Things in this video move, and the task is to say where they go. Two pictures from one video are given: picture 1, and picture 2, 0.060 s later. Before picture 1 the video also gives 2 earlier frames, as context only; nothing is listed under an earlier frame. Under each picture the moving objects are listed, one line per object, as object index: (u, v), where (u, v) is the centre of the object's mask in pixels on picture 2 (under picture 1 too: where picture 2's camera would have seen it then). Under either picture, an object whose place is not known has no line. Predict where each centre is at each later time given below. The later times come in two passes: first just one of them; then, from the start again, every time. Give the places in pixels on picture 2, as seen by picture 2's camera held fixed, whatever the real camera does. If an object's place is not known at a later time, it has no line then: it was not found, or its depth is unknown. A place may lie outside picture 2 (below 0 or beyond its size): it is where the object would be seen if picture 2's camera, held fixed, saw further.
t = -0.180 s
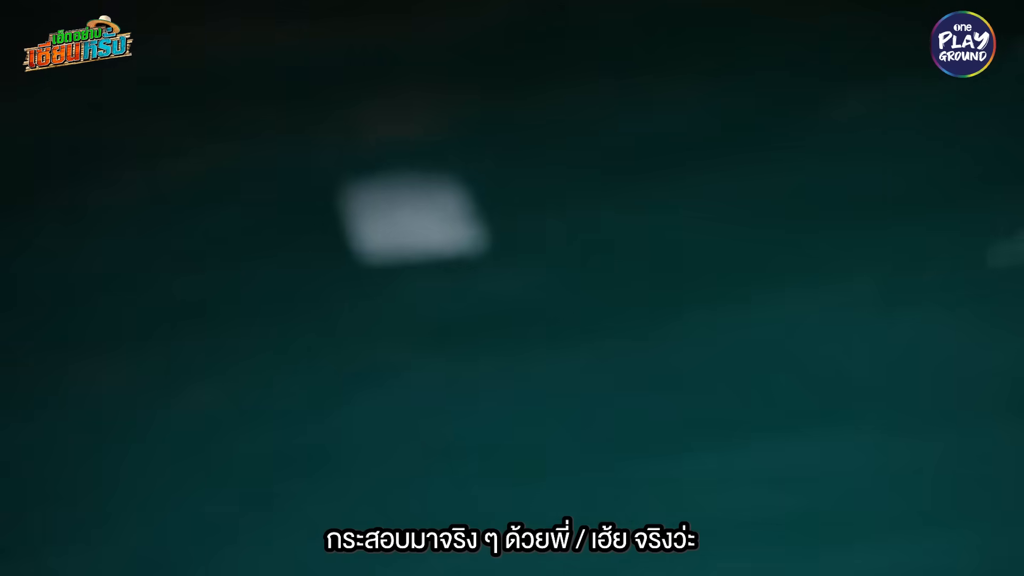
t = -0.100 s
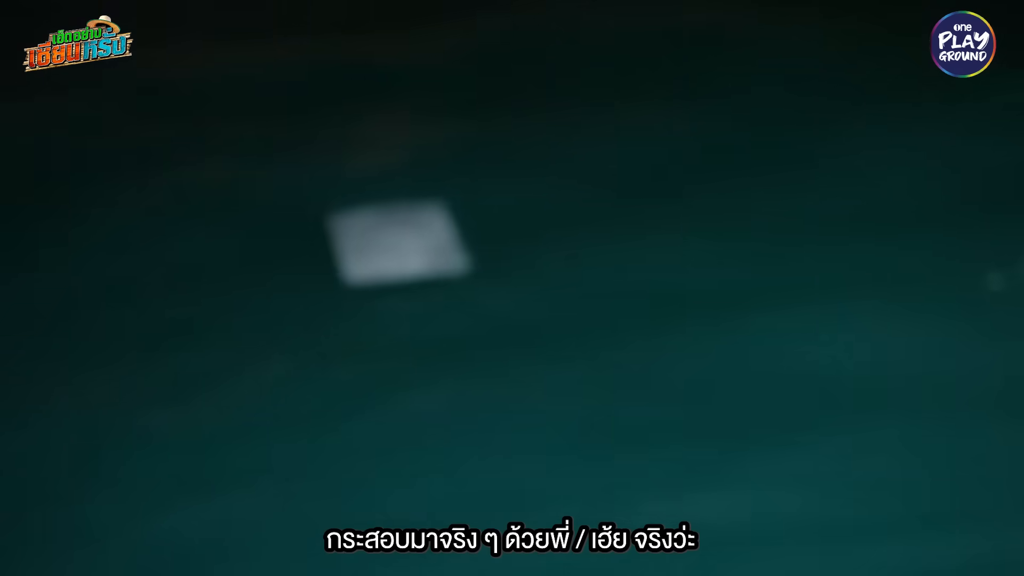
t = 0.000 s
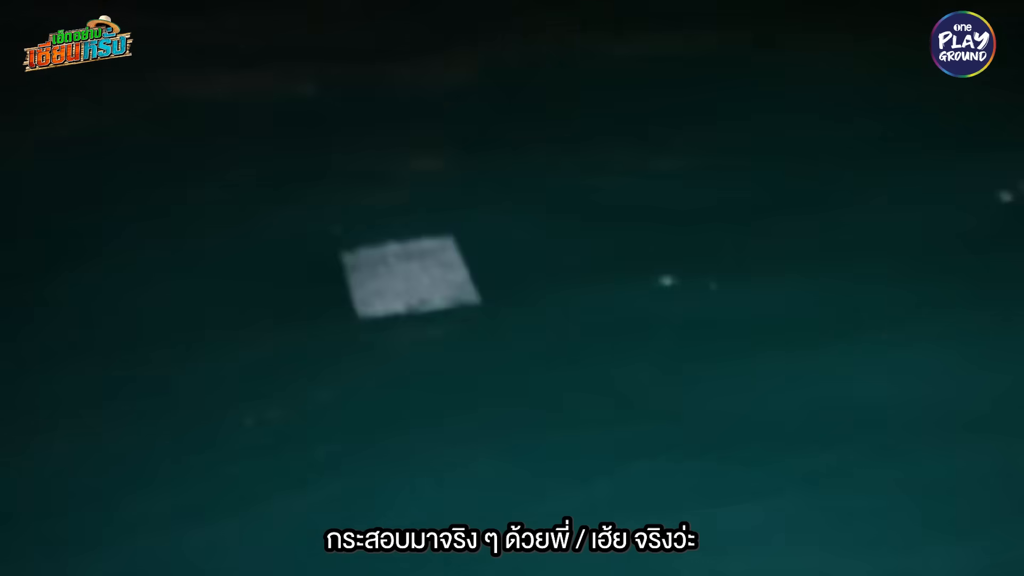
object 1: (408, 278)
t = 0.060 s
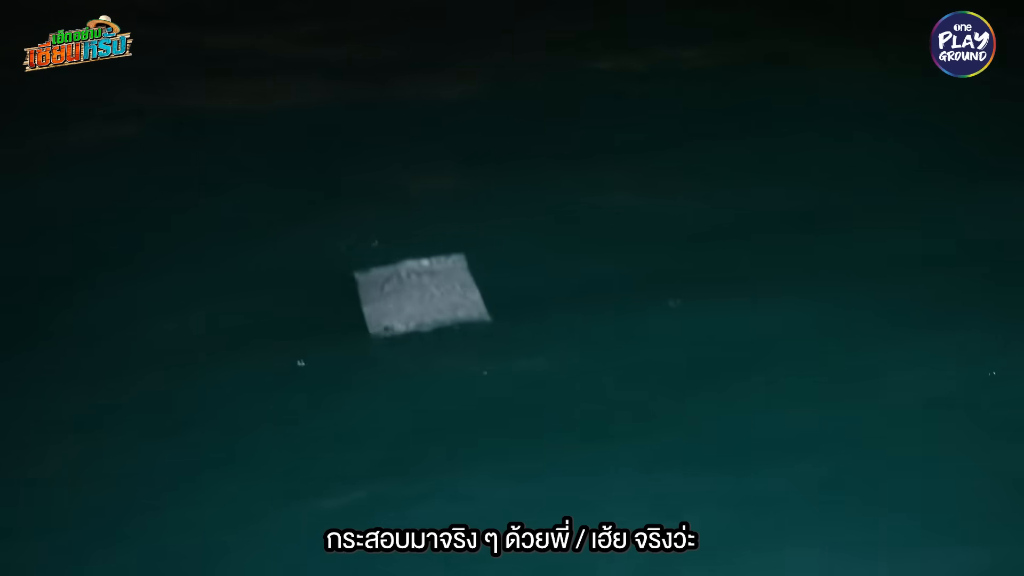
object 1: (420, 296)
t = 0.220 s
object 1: (408, 299)
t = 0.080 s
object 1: (422, 300)
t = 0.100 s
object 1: (423, 304)
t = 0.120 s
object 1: (422, 305)
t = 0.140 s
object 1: (421, 306)
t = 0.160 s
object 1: (420, 305)
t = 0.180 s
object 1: (417, 304)
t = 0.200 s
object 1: (413, 302)
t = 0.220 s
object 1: (408, 299)
